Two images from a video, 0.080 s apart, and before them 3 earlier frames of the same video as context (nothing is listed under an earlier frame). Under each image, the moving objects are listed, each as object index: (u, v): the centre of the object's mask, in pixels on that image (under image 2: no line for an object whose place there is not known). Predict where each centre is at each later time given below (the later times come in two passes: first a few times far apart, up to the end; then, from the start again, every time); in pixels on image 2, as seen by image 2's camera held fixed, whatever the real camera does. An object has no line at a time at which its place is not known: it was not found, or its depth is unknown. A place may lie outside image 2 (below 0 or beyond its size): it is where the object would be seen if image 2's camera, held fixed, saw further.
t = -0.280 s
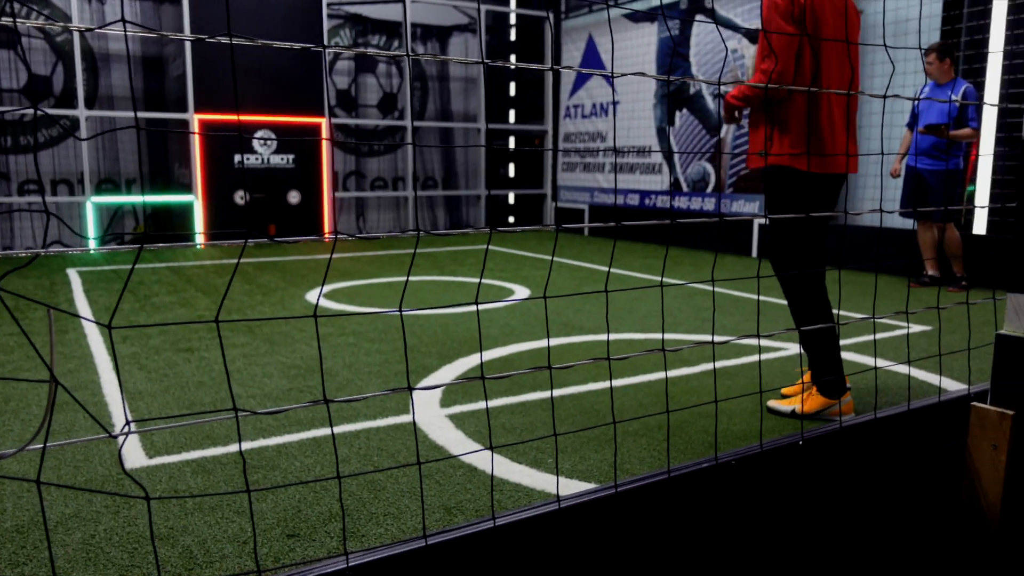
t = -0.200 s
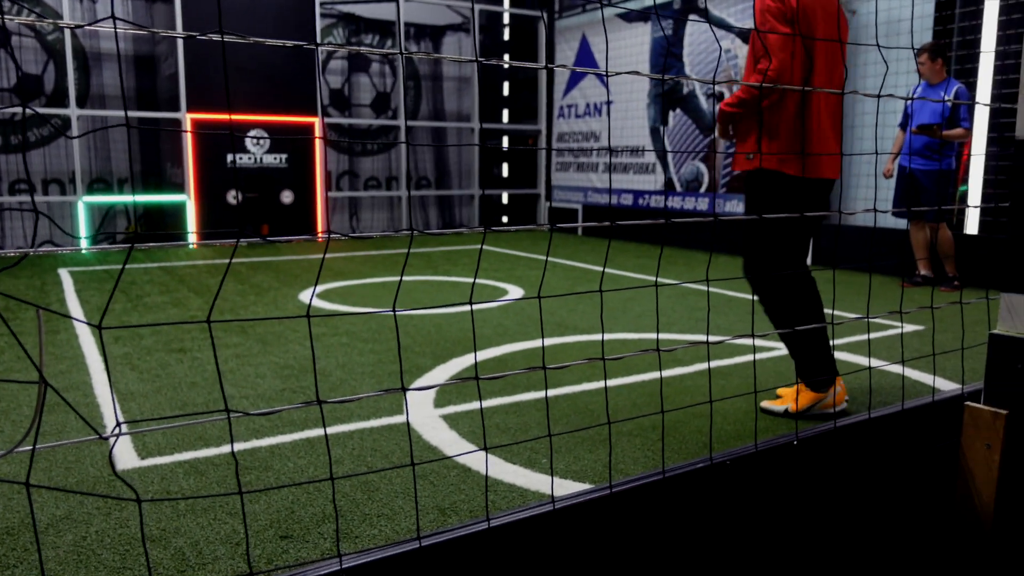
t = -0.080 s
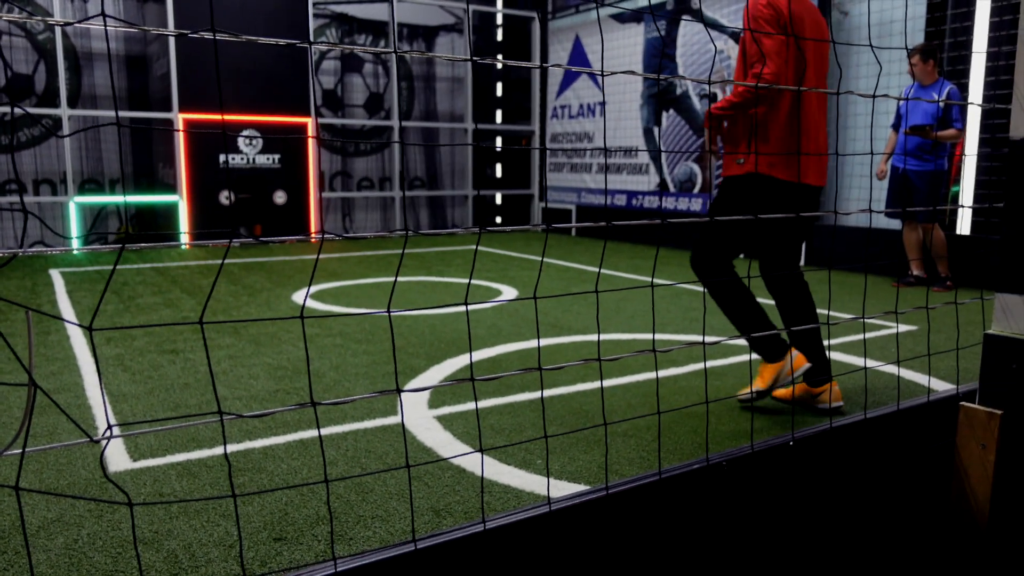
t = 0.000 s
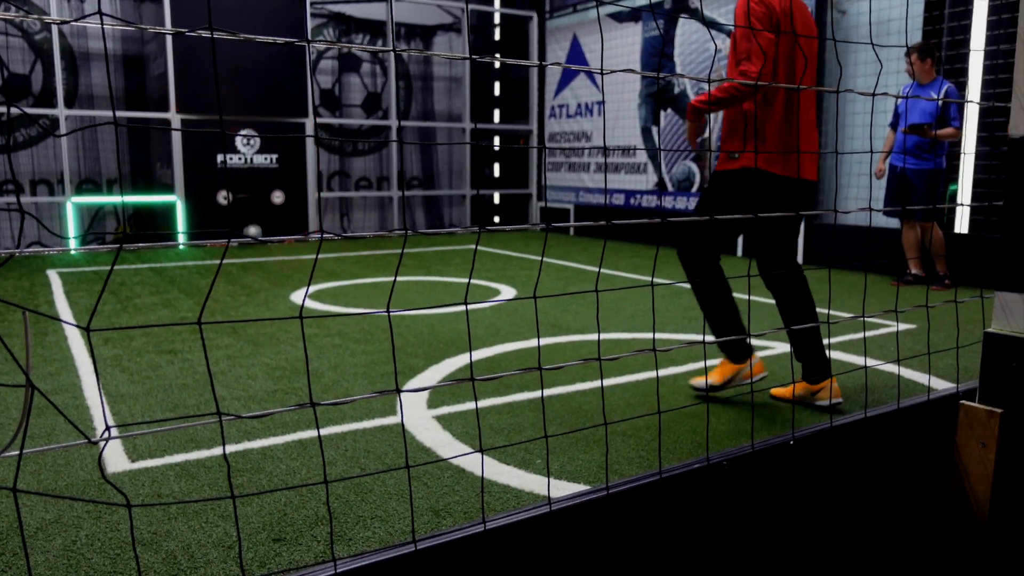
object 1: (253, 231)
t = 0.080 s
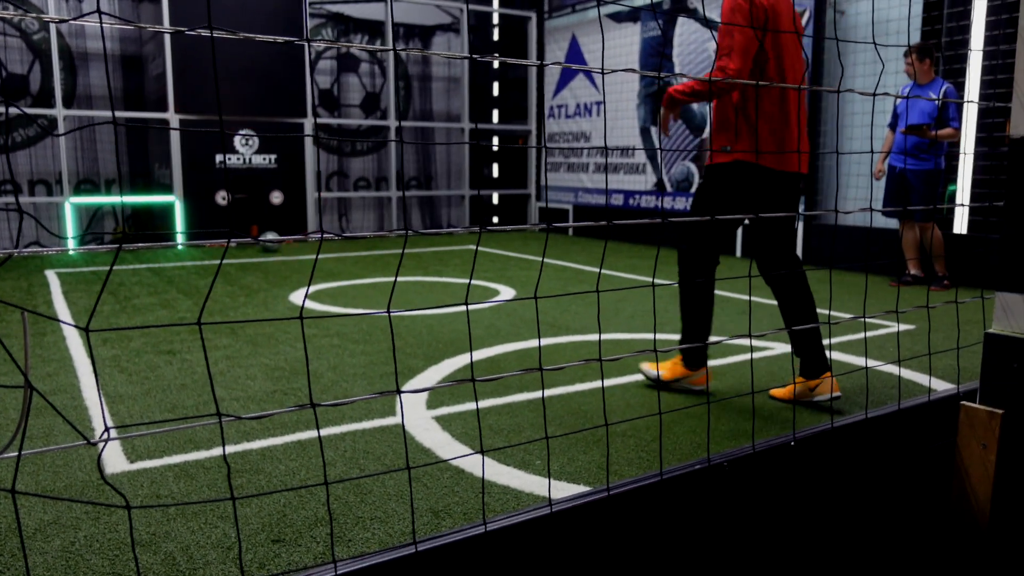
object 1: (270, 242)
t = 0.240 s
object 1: (310, 254)
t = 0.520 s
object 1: (406, 286)
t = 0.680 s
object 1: (472, 308)
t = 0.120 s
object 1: (279, 245)
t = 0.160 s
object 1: (291, 250)
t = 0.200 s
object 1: (301, 252)
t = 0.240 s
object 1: (310, 254)
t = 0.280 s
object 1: (324, 259)
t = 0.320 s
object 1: (336, 263)
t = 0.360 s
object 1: (348, 266)
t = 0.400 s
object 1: (362, 272)
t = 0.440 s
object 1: (376, 276)
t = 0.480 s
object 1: (389, 280)
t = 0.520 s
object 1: (406, 286)
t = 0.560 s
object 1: (421, 291)
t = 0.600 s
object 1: (437, 296)
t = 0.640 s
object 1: (454, 302)
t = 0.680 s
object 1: (472, 308)
